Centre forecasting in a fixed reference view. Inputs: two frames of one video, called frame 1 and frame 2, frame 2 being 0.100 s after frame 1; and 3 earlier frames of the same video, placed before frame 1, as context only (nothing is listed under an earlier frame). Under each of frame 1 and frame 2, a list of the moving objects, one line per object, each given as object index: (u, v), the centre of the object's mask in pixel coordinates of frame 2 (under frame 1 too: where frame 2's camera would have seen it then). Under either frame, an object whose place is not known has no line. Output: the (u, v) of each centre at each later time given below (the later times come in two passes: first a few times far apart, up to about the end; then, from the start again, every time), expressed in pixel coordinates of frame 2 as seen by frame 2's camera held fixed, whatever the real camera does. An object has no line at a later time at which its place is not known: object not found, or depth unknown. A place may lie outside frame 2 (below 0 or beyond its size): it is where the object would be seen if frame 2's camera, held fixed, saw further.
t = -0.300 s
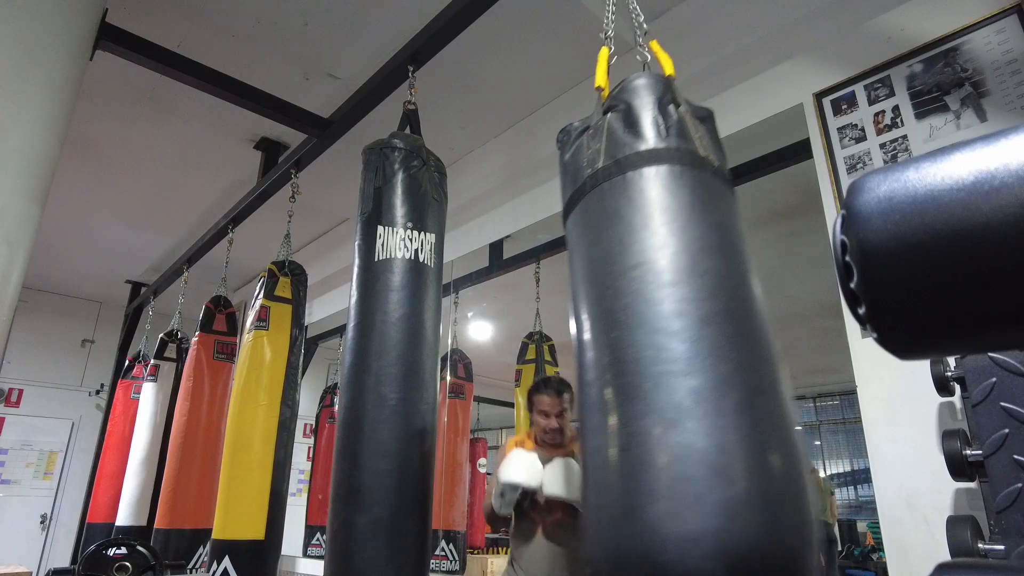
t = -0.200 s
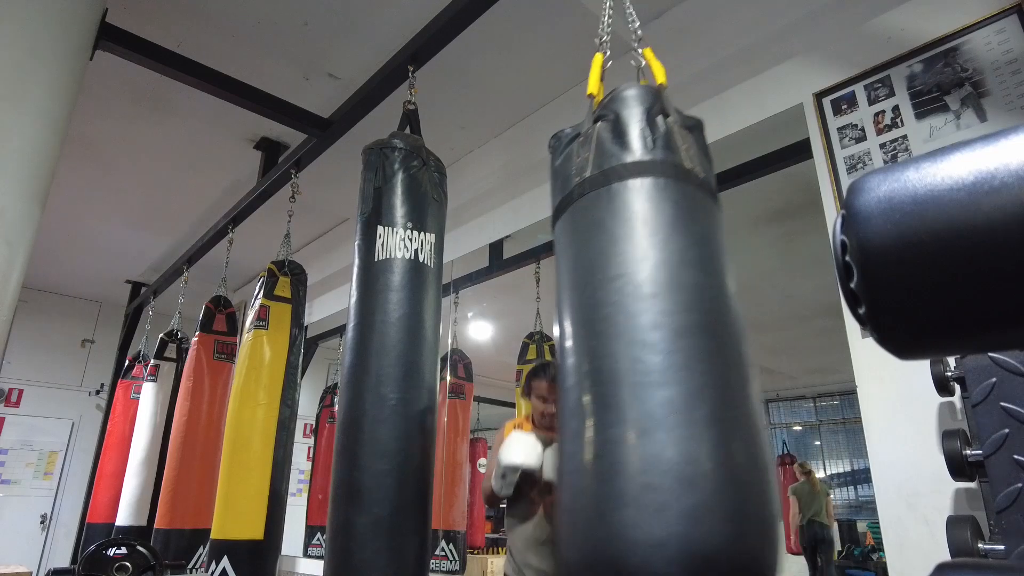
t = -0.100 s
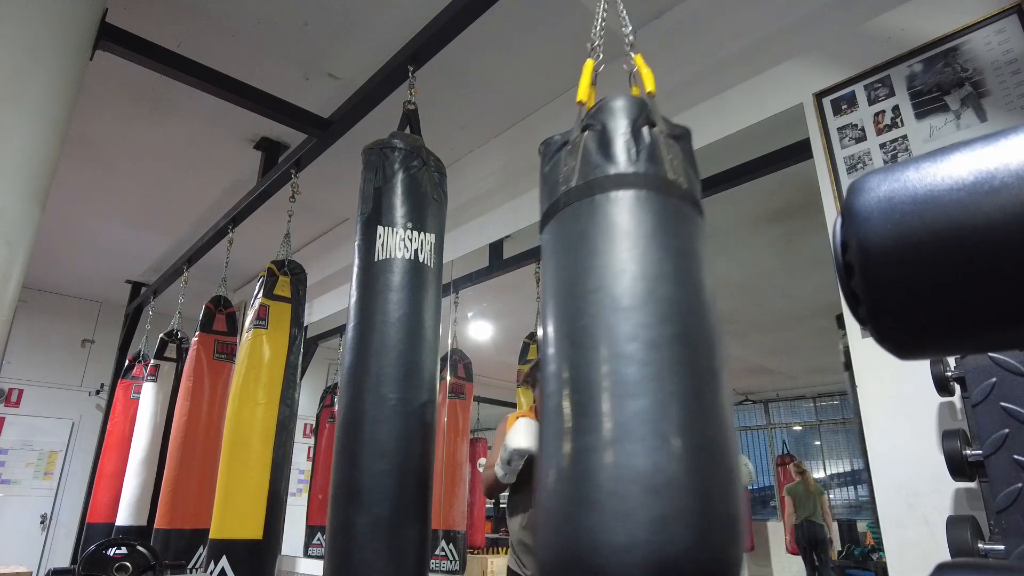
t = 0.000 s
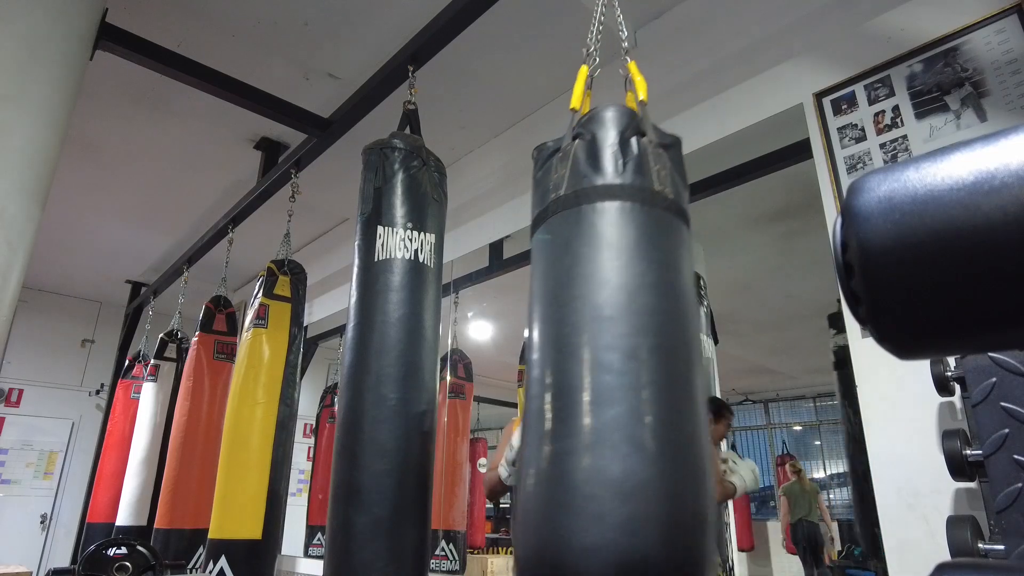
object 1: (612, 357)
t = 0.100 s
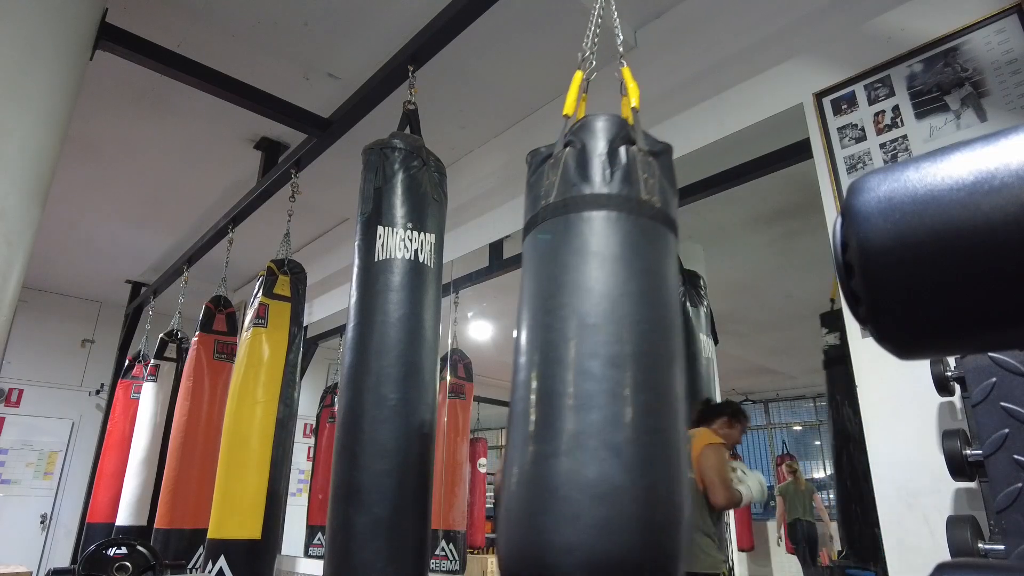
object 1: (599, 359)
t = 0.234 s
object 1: (583, 361)
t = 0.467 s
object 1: (571, 365)
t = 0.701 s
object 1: (579, 366)
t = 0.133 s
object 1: (594, 359)
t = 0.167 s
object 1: (589, 360)
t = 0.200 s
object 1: (586, 360)
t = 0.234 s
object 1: (583, 361)
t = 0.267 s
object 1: (579, 364)
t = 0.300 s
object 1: (577, 365)
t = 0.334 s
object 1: (575, 364)
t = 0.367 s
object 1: (574, 364)
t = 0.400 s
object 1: (572, 365)
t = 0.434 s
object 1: (571, 365)
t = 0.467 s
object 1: (571, 365)
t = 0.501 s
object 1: (571, 365)
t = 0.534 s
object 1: (571, 365)
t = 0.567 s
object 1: (572, 367)
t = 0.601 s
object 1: (573, 365)
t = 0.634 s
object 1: (575, 367)
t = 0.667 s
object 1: (577, 365)
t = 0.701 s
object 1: (579, 366)
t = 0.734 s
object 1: (582, 365)
